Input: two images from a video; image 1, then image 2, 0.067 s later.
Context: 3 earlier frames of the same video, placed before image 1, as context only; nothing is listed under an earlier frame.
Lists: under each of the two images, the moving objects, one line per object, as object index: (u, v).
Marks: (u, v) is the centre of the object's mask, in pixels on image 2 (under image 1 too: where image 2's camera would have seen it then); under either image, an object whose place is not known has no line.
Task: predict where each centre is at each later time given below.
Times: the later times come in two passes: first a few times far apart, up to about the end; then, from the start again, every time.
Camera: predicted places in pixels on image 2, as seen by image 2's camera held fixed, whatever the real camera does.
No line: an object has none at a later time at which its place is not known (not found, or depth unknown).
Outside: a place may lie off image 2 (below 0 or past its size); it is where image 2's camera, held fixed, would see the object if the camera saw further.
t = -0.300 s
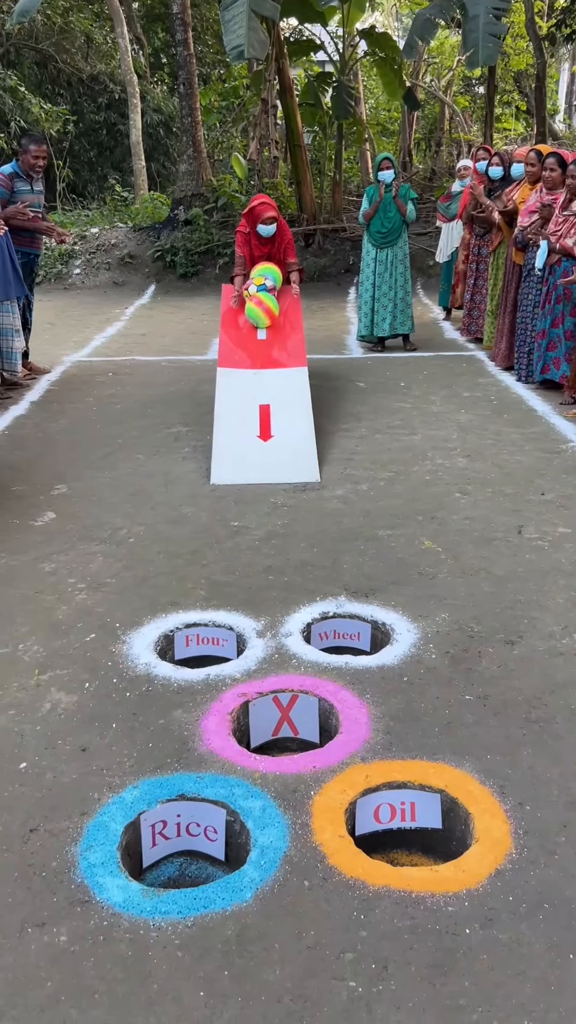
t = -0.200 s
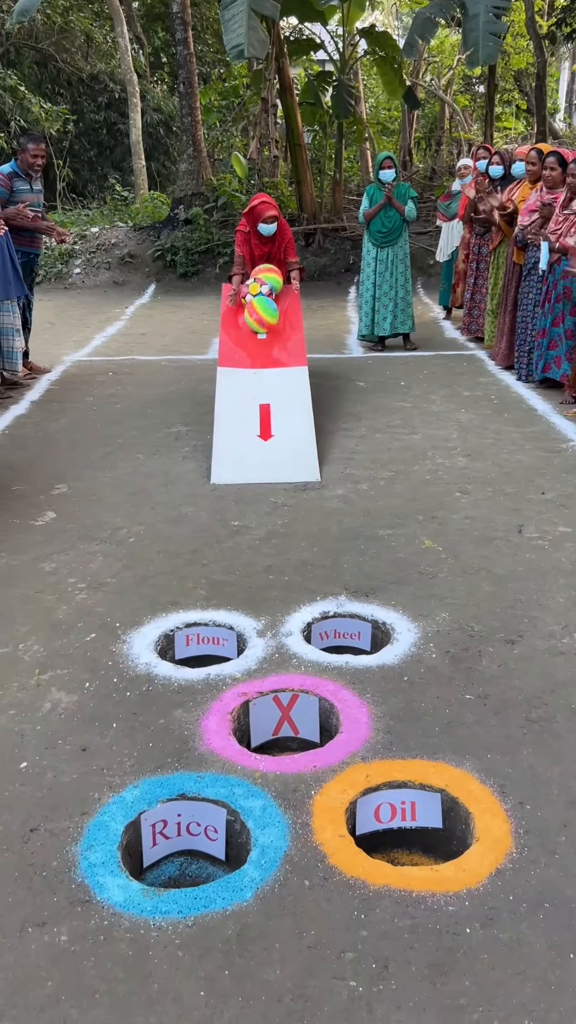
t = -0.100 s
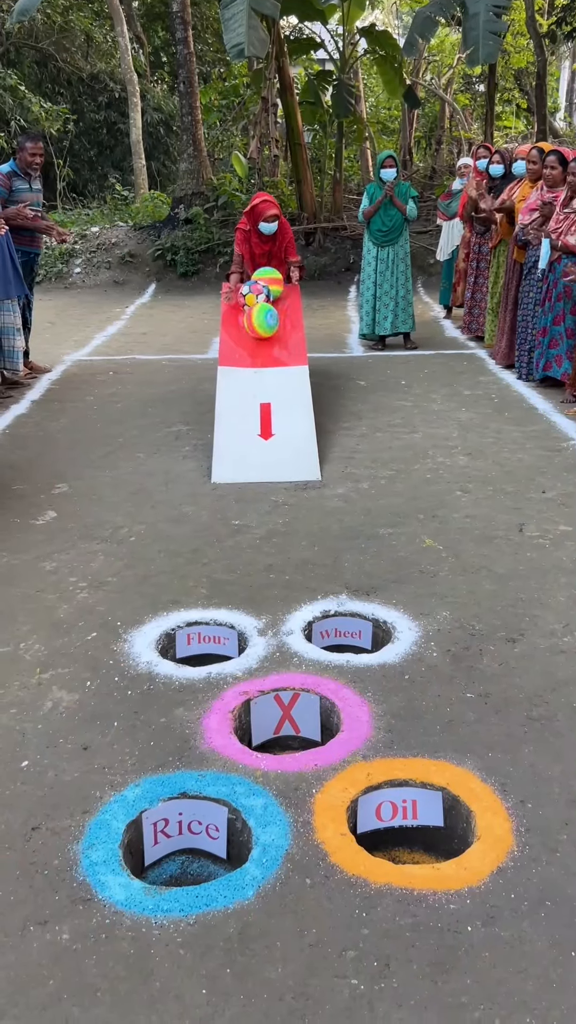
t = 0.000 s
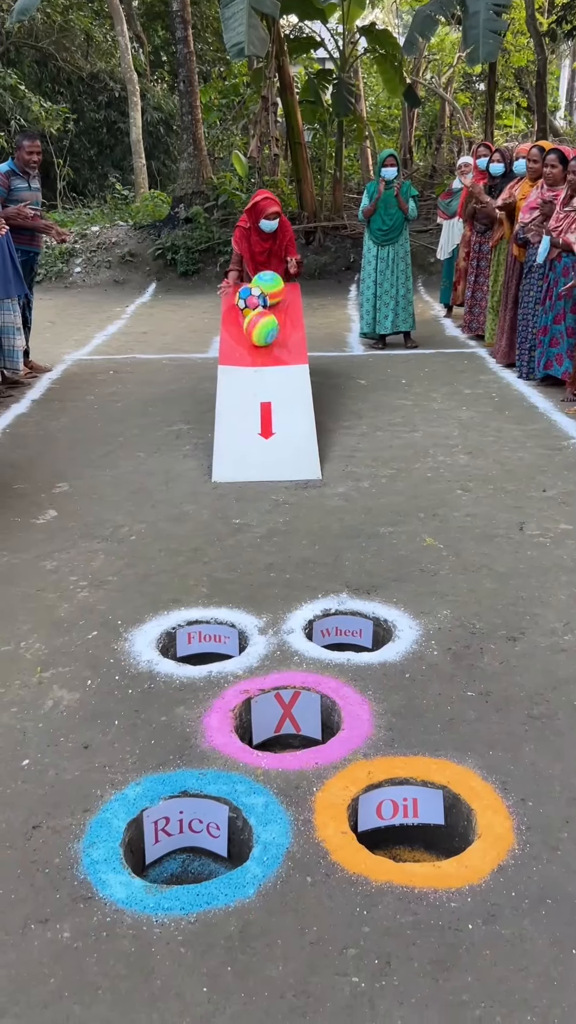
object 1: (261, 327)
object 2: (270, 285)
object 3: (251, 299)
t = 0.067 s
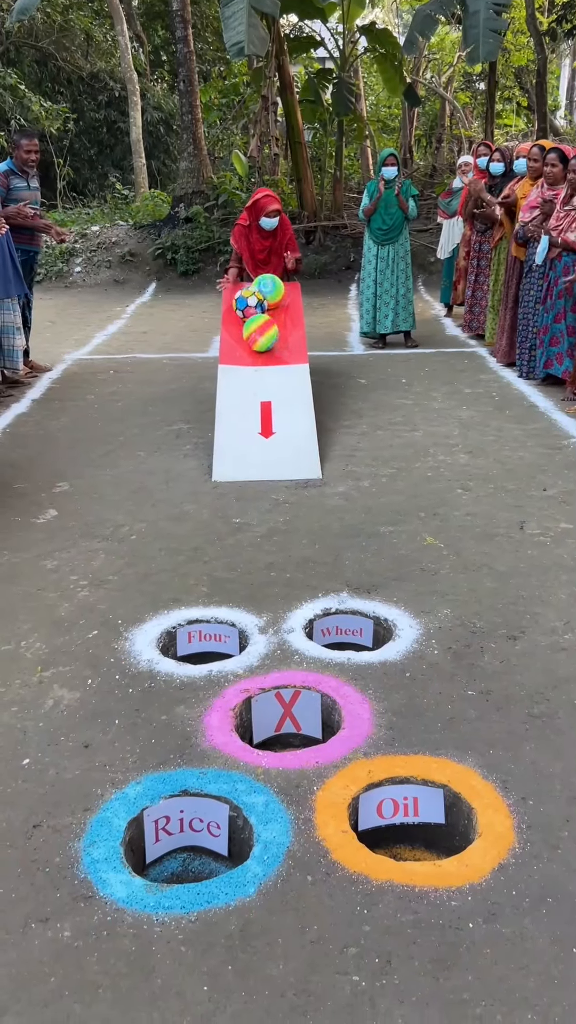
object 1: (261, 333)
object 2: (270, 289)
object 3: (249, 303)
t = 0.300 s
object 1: (258, 358)
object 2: (266, 309)
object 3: (239, 320)
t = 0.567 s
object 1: (253, 398)
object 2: (263, 338)
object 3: (221, 345)
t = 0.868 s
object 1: (249, 459)
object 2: (257, 385)
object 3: (195, 399)
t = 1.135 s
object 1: (242, 499)
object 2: (250, 441)
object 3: (148, 412)
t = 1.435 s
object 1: (232, 546)
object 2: (241, 494)
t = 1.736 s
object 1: (225, 625)
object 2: (233, 552)
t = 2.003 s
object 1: (177, 627)
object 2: (234, 622)
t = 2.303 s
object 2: (173, 672)
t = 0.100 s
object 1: (260, 336)
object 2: (270, 292)
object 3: (248, 305)
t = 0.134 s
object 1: (260, 339)
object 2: (269, 295)
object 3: (247, 308)
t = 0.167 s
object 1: (259, 342)
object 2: (270, 298)
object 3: (246, 309)
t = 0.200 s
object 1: (259, 346)
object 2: (270, 300)
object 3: (244, 312)
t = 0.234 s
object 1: (258, 350)
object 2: (268, 302)
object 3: (243, 315)
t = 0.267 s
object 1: (258, 354)
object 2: (267, 306)
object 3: (241, 318)
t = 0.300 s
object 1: (258, 358)
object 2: (266, 309)
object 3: (239, 320)
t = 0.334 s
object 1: (258, 363)
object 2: (267, 312)
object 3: (237, 324)
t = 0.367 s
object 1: (257, 368)
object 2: (266, 316)
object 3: (234, 326)
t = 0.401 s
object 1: (257, 373)
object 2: (265, 321)
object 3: (232, 329)
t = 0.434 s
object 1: (257, 378)
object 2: (265, 324)
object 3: (230, 333)
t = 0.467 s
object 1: (256, 383)
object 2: (264, 327)
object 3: (228, 335)
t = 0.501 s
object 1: (255, 388)
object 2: (264, 331)
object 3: (225, 339)
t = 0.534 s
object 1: (254, 393)
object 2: (264, 334)
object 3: (223, 341)
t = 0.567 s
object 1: (253, 398)
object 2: (263, 338)
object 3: (221, 345)
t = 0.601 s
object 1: (253, 405)
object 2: (263, 343)
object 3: (219, 349)
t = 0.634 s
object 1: (252, 411)
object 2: (262, 348)
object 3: (217, 352)
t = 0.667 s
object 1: (253, 418)
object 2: (262, 352)
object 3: (215, 356)
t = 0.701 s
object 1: (252, 425)
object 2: (261, 358)
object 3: (212, 361)
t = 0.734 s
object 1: (251, 431)
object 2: (260, 363)
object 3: (210, 367)
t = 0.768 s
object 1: (251, 438)
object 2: (259, 368)
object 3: (206, 372)
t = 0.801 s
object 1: (250, 445)
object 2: (259, 375)
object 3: (202, 379)
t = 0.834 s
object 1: (249, 453)
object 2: (258, 380)
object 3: (199, 388)
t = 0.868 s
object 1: (249, 459)
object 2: (257, 385)
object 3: (195, 399)
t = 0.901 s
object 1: (248, 464)
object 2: (256, 390)
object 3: (192, 411)
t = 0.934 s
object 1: (247, 468)
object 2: (255, 396)
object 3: (189, 427)
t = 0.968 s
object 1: (246, 473)
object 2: (254, 404)
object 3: (183, 424)
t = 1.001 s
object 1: (246, 478)
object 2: (253, 410)
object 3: (176, 418)
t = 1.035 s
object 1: (245, 483)
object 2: (252, 417)
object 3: (170, 414)
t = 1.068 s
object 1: (244, 489)
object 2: (252, 425)
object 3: (163, 412)
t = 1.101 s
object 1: (243, 494)
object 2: (251, 433)
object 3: (155, 411)
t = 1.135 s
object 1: (242, 499)
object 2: (250, 441)
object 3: (148, 412)
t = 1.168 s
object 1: (241, 504)
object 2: (249, 448)
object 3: (140, 415)
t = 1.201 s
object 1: (240, 509)
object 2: (248, 455)
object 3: (133, 420)
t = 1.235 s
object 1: (239, 511)
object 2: (247, 462)
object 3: (125, 428)
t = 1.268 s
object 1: (238, 515)
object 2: (246, 466)
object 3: (119, 438)
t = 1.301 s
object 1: (237, 521)
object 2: (245, 472)
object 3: (111, 451)
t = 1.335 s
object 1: (236, 530)
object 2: (244, 477)
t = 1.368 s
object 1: (235, 540)
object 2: (243, 483)
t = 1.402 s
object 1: (234, 542)
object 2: (242, 488)
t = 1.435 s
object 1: (232, 546)
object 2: (241, 494)
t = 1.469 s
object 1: (232, 553)
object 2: (240, 498)
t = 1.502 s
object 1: (231, 563)
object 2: (240, 503)
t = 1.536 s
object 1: (230, 575)
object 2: (239, 509)
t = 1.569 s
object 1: (229, 577)
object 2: (238, 515)
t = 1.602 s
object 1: (228, 581)
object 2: (237, 522)
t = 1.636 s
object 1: (227, 587)
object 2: (236, 528)
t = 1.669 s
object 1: (226, 597)
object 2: (235, 536)
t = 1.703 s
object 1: (226, 609)
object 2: (234, 544)
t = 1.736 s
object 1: (225, 625)
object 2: (233, 552)
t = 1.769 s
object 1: (220, 618)
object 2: (233, 558)
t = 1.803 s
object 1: (213, 610)
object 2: (235, 561)
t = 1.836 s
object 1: (207, 605)
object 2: (239, 567)
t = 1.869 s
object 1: (201, 603)
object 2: (242, 575)
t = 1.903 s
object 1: (194, 605)
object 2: (240, 583)
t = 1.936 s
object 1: (188, 609)
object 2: (239, 595)
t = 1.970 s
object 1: (182, 617)
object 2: (237, 608)
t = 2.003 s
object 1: (177, 627)
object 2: (234, 622)
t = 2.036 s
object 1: (171, 642)
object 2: (226, 616)
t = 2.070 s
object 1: (165, 659)
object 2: (216, 615)
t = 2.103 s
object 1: (159, 680)
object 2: (206, 617)
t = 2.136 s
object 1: (150, 675)
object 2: (201, 619)
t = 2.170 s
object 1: (141, 673)
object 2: (196, 622)
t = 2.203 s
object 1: (131, 675)
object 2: (191, 630)
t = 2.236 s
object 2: (186, 641)
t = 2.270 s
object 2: (179, 654)
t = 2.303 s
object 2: (173, 672)
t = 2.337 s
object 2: (166, 688)
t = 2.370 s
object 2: (157, 687)
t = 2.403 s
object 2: (150, 688)
